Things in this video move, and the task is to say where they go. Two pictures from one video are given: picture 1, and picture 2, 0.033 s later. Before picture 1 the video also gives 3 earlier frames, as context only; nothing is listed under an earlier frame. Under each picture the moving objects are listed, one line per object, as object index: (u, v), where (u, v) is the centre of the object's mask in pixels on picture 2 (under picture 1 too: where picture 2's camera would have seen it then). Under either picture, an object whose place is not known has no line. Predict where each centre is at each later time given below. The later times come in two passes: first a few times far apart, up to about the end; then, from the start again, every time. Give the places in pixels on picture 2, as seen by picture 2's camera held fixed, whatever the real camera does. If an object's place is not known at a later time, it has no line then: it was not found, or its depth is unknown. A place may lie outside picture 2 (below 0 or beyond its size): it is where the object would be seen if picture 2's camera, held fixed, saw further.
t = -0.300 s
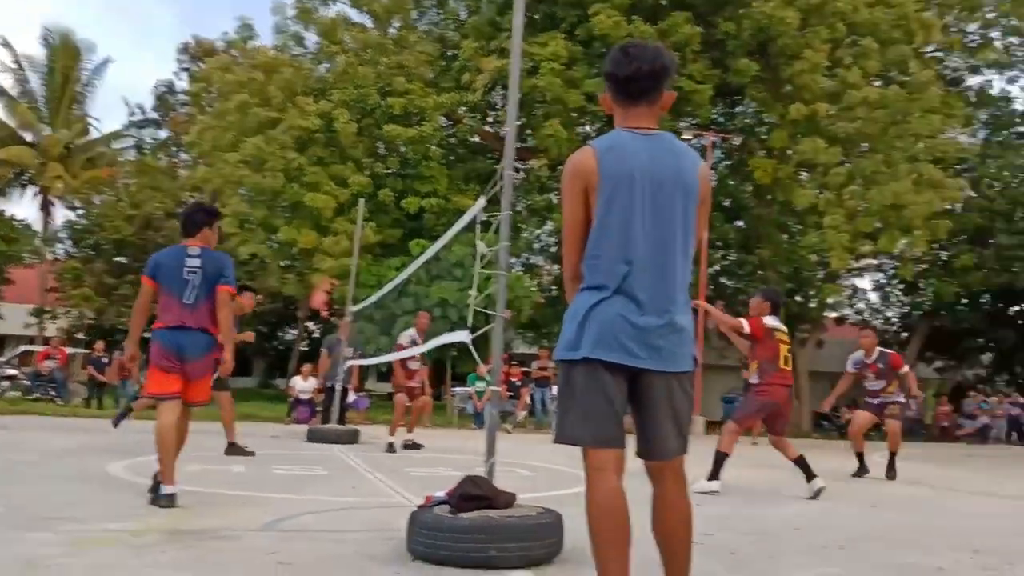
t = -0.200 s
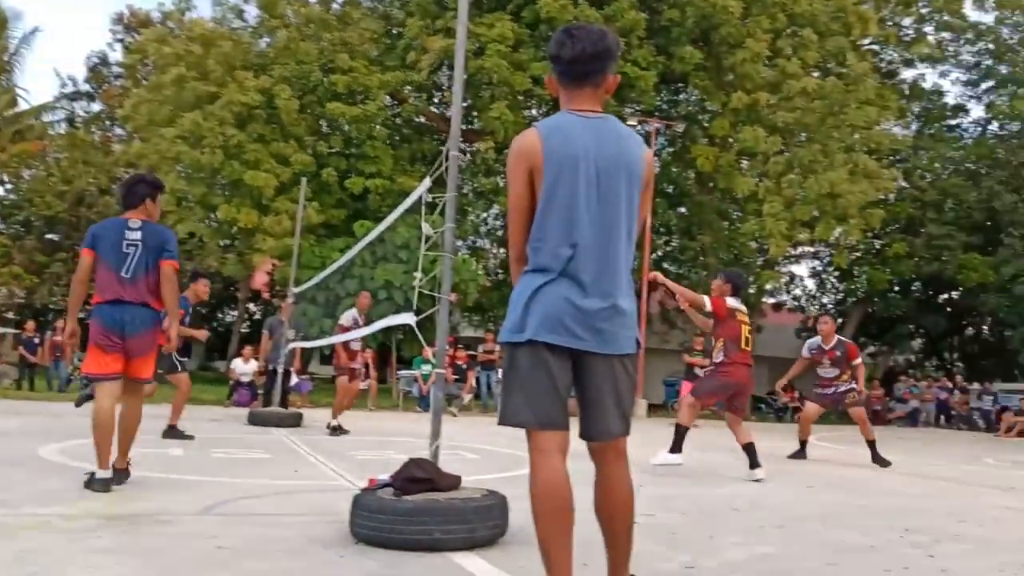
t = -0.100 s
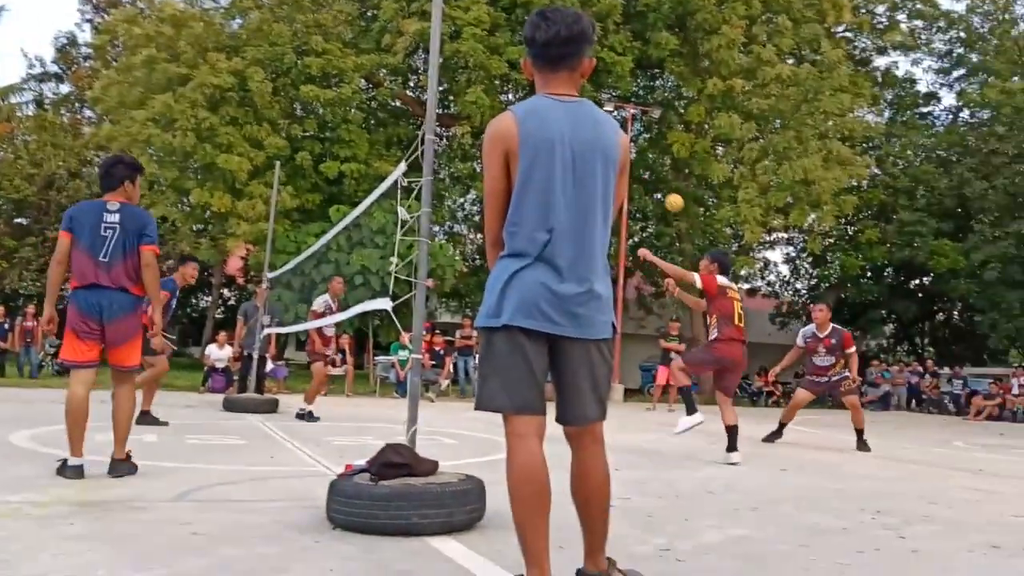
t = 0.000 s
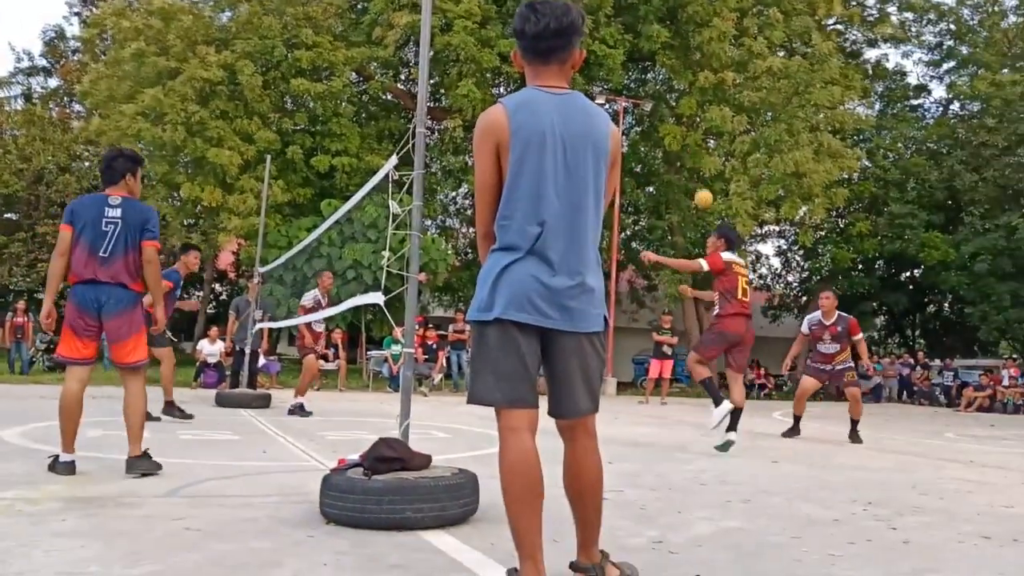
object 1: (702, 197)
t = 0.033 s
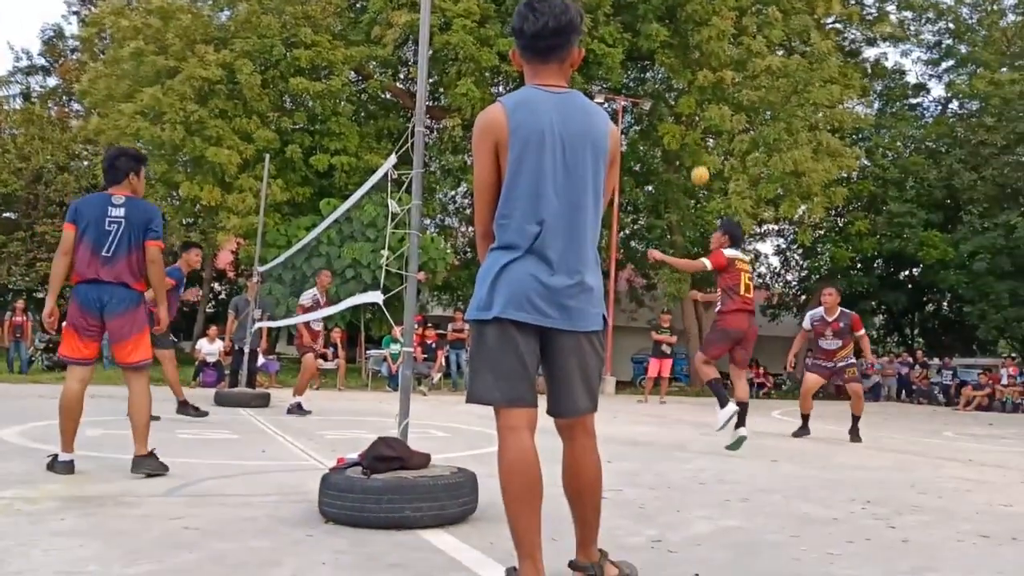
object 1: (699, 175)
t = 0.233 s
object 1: (683, 73)
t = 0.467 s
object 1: (660, 20)
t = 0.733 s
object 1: (630, 42)
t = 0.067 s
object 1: (697, 154)
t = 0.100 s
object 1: (694, 135)
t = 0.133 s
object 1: (691, 118)
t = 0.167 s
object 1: (688, 102)
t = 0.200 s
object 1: (686, 87)
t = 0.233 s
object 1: (683, 73)
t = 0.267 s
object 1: (680, 61)
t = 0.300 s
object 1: (677, 50)
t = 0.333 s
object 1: (674, 41)
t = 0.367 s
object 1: (671, 34)
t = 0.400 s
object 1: (667, 28)
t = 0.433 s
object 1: (664, 23)
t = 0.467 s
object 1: (660, 20)
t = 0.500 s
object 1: (657, 18)
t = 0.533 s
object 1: (653, 17)
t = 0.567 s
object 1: (650, 17)
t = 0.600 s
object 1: (646, 19)
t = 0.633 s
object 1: (642, 22)
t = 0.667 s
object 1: (639, 28)
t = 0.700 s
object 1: (634, 34)
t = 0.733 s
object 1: (630, 42)
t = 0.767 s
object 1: (626, 52)
